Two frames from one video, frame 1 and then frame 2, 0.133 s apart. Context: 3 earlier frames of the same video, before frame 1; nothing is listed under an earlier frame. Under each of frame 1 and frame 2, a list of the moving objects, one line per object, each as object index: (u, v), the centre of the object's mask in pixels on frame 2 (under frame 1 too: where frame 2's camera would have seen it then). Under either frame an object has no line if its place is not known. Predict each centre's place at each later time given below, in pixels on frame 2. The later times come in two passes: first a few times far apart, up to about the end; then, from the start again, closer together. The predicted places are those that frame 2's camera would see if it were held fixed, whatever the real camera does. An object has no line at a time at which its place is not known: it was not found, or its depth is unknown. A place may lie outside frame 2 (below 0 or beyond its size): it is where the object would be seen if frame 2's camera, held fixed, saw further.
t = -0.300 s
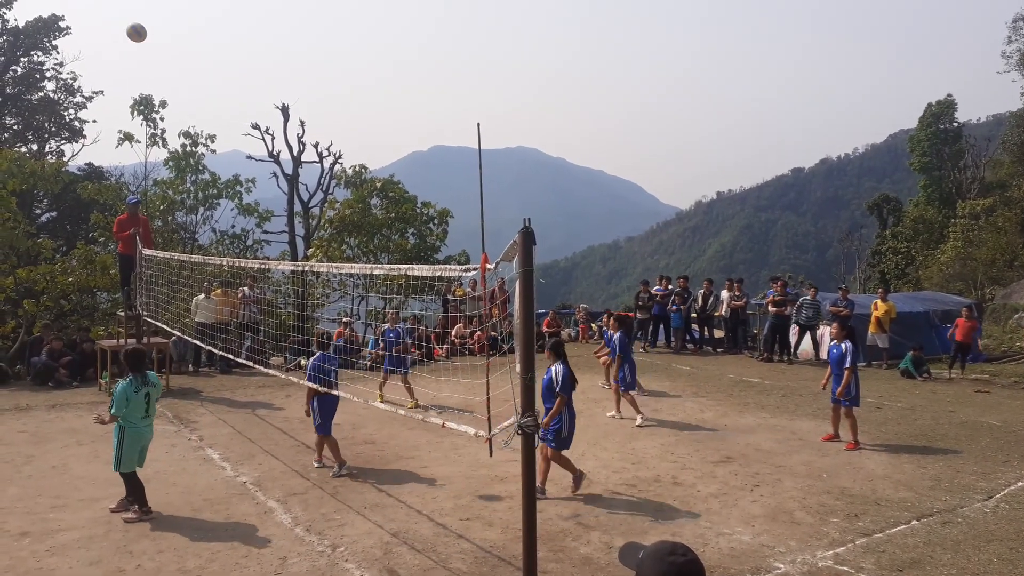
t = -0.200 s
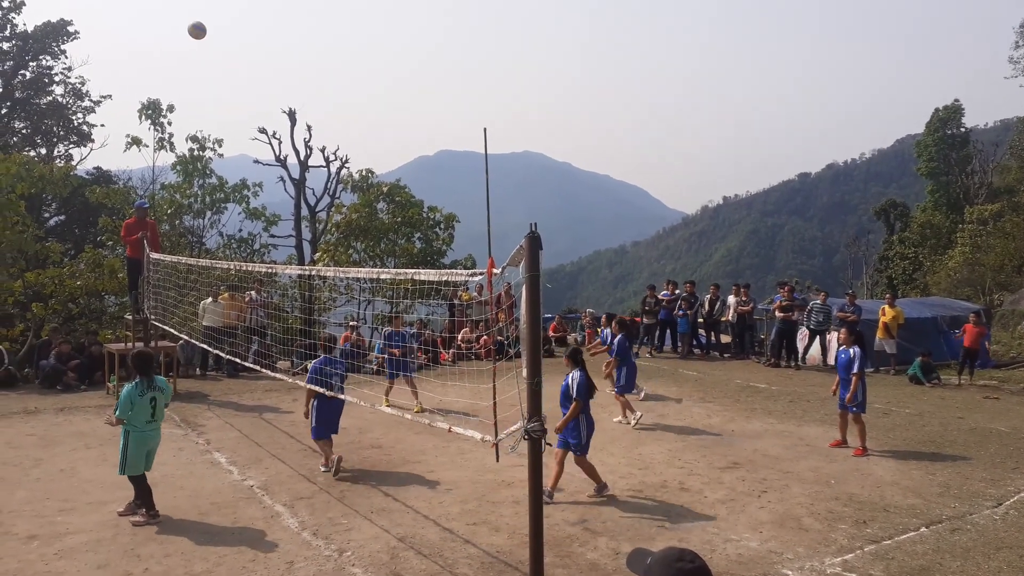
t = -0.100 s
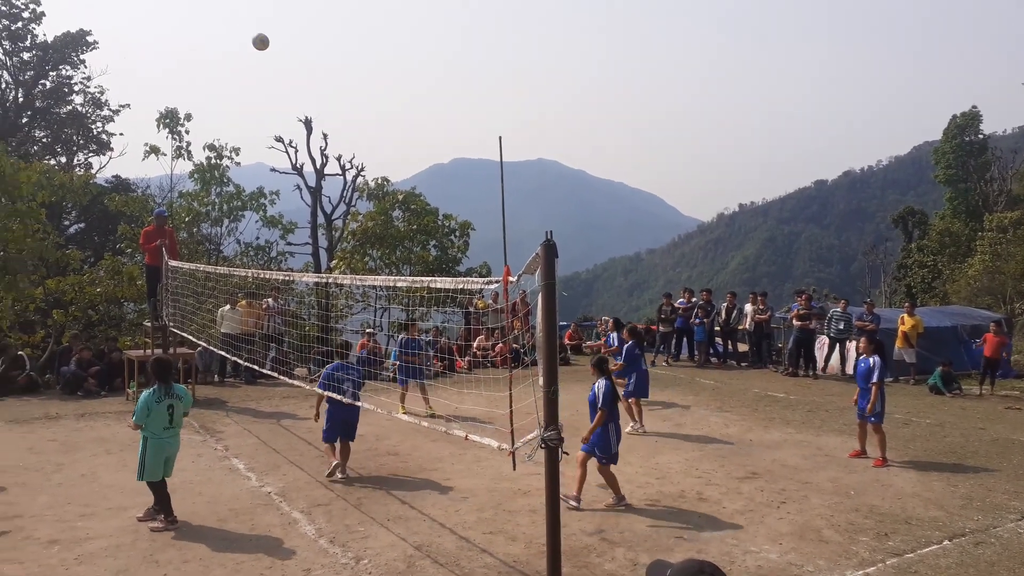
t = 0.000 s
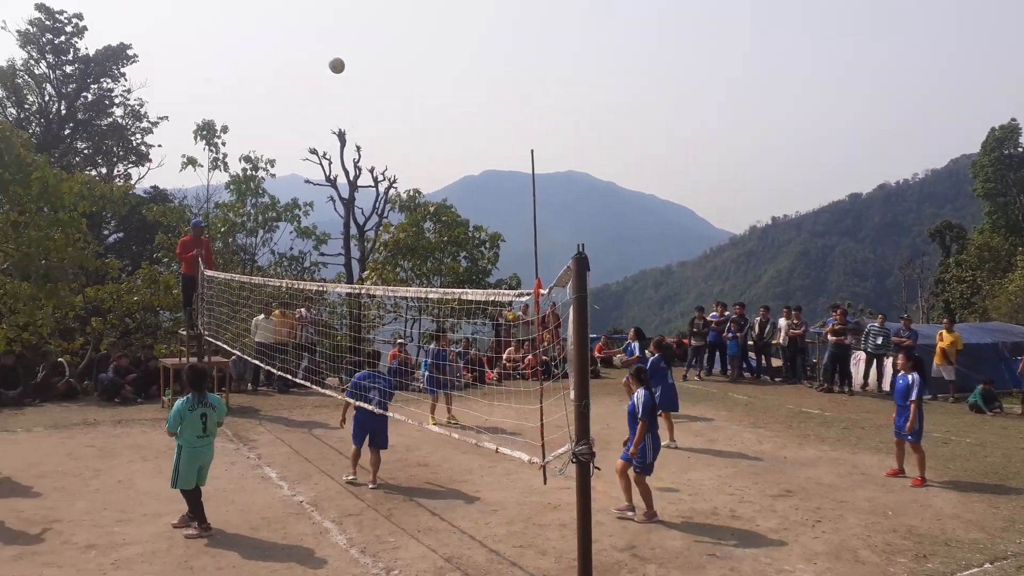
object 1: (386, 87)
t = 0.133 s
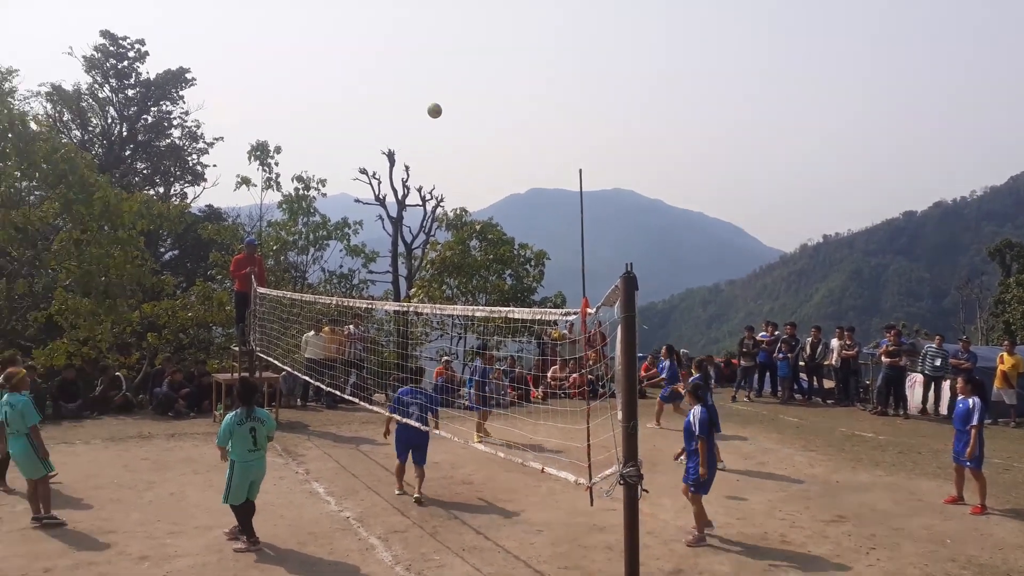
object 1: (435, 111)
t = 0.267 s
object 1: (478, 144)
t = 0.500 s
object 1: (537, 219)
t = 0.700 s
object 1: (581, 299)
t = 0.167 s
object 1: (446, 118)
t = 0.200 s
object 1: (458, 126)
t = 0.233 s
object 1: (468, 135)
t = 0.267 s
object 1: (478, 144)
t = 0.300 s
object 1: (488, 154)
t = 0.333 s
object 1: (497, 164)
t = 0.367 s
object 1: (505, 174)
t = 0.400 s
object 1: (513, 185)
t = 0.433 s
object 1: (522, 196)
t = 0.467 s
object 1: (529, 207)
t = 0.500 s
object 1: (537, 219)
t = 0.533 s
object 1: (544, 232)
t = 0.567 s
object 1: (551, 244)
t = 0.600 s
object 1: (558, 257)
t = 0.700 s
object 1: (581, 299)
